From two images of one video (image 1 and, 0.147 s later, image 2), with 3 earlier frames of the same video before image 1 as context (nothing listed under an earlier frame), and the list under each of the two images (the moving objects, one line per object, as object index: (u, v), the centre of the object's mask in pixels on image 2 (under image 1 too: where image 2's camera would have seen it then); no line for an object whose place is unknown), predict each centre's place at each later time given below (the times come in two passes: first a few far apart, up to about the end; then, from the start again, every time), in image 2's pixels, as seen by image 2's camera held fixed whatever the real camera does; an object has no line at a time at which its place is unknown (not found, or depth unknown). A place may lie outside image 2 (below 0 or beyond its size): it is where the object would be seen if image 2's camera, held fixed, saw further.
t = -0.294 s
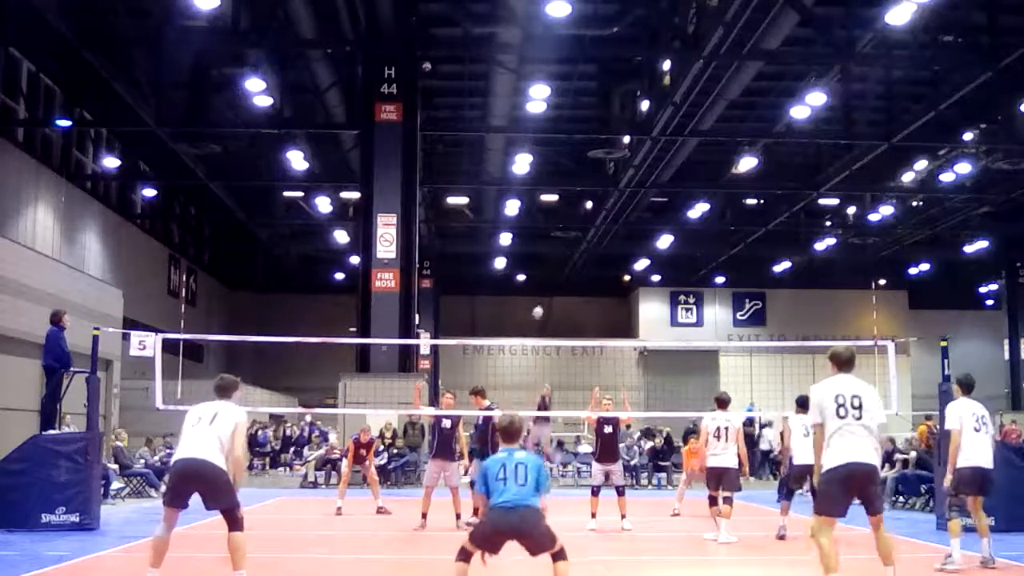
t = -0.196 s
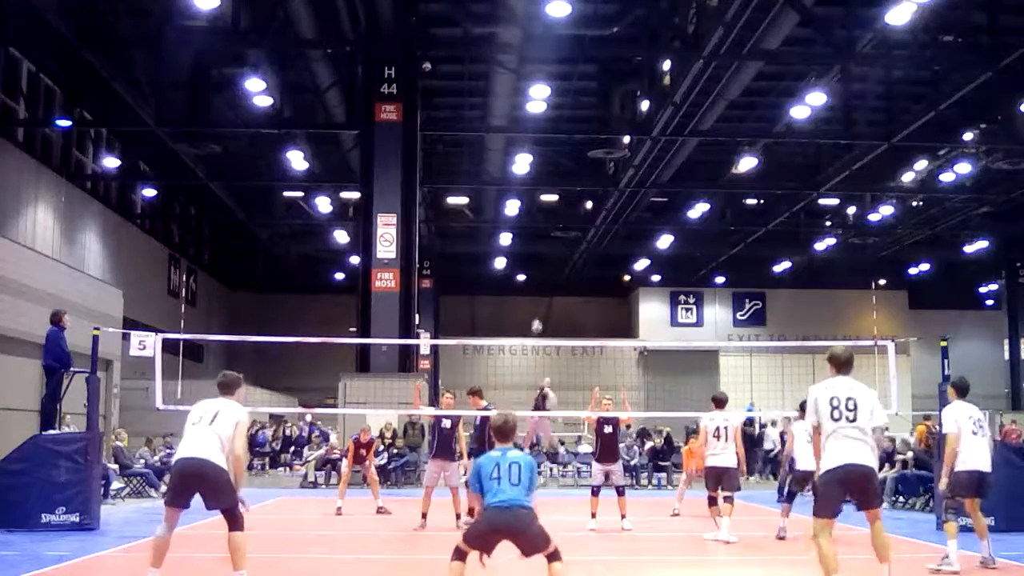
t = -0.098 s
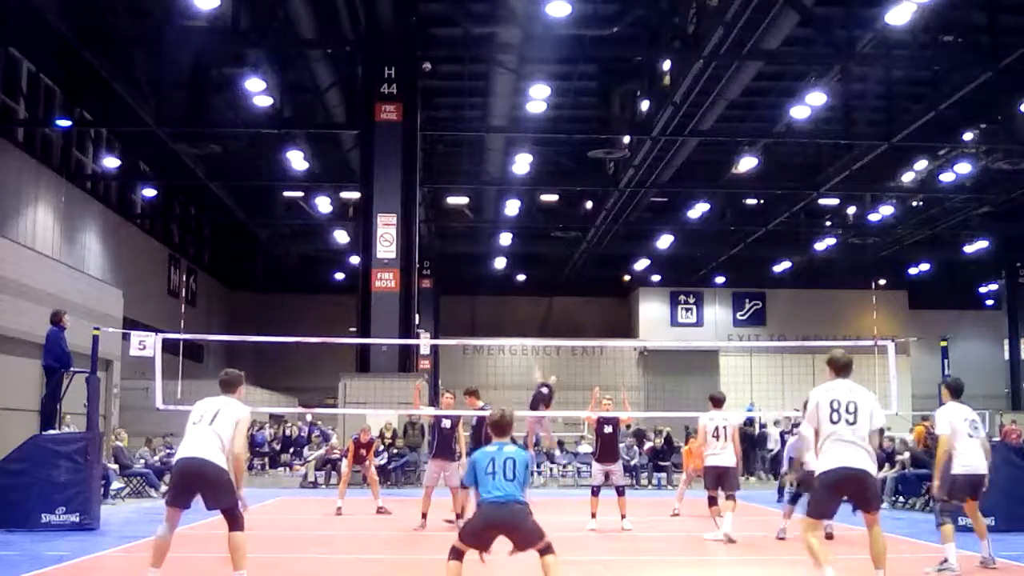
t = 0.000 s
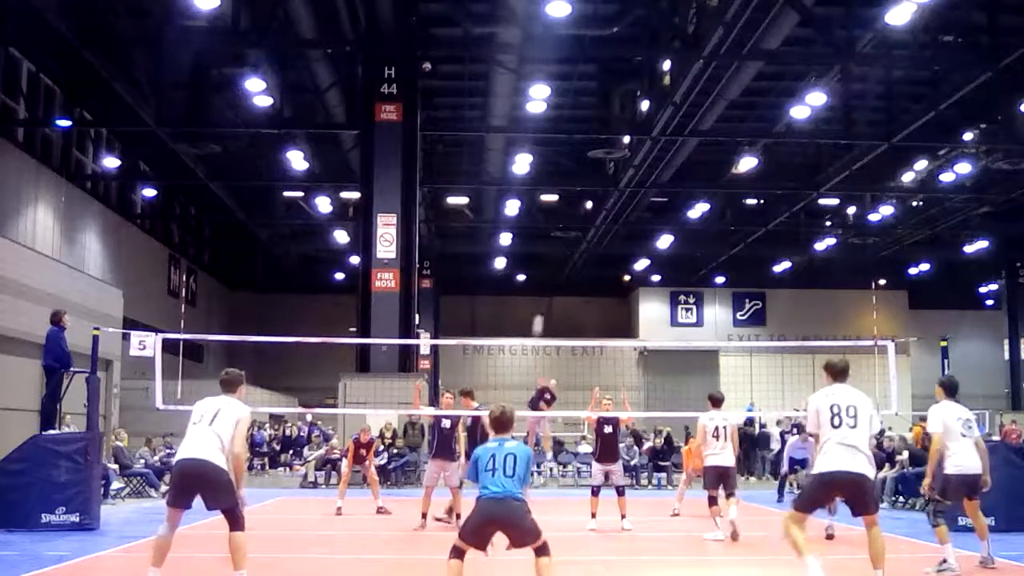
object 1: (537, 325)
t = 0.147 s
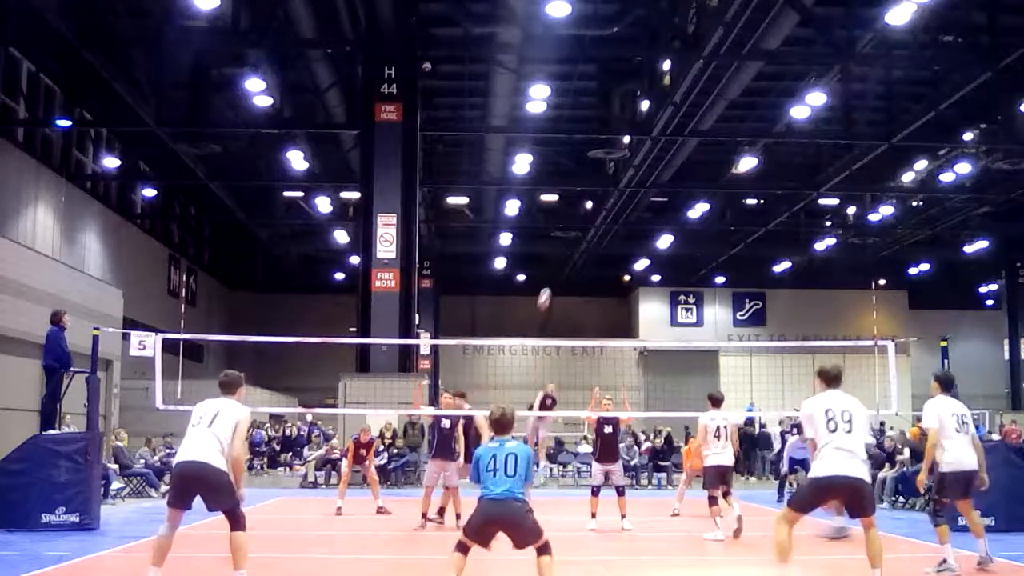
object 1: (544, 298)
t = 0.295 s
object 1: (563, 268)
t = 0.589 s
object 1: (656, 262)
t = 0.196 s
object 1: (549, 287)
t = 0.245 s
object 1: (556, 276)
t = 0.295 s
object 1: (563, 268)
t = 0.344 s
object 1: (572, 261)
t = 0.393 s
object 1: (583, 256)
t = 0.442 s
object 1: (597, 252)
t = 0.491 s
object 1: (614, 252)
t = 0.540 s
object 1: (631, 254)
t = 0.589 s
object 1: (656, 262)
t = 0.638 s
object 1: (682, 275)
